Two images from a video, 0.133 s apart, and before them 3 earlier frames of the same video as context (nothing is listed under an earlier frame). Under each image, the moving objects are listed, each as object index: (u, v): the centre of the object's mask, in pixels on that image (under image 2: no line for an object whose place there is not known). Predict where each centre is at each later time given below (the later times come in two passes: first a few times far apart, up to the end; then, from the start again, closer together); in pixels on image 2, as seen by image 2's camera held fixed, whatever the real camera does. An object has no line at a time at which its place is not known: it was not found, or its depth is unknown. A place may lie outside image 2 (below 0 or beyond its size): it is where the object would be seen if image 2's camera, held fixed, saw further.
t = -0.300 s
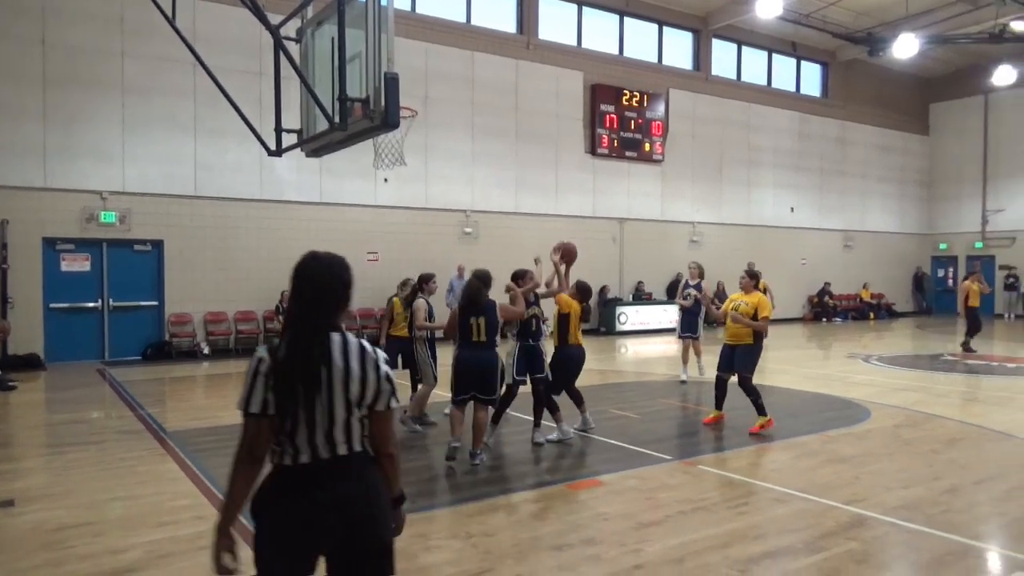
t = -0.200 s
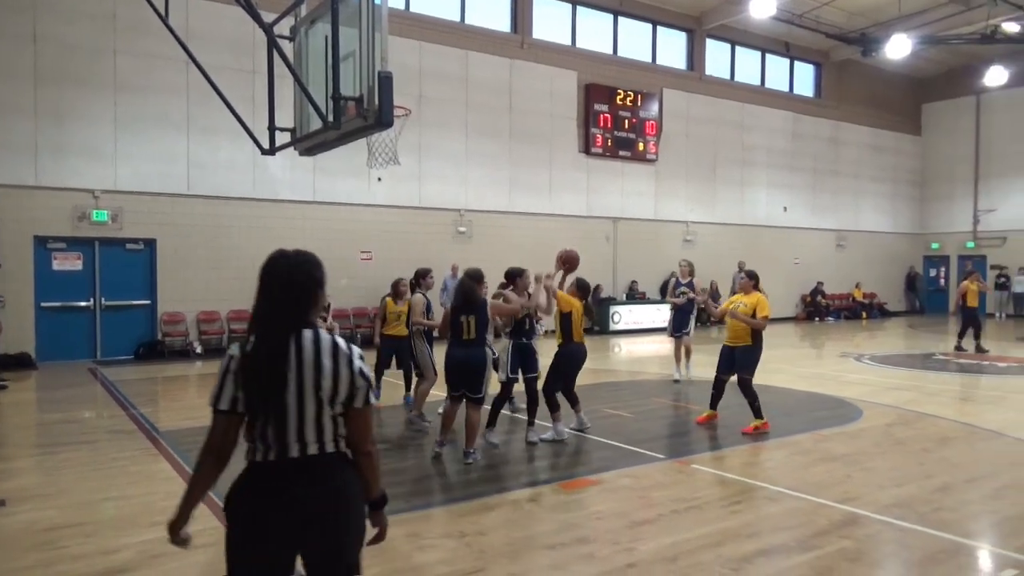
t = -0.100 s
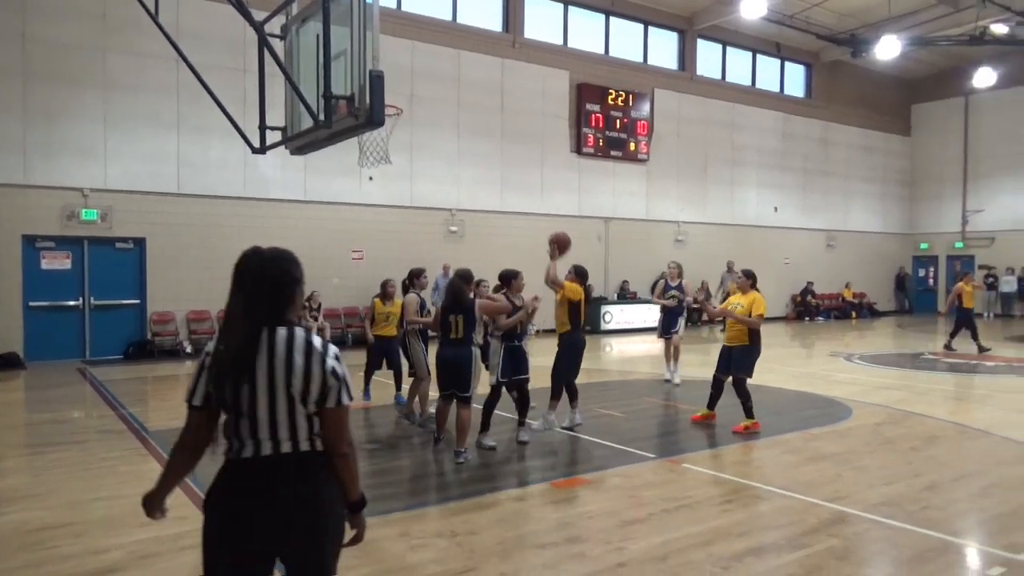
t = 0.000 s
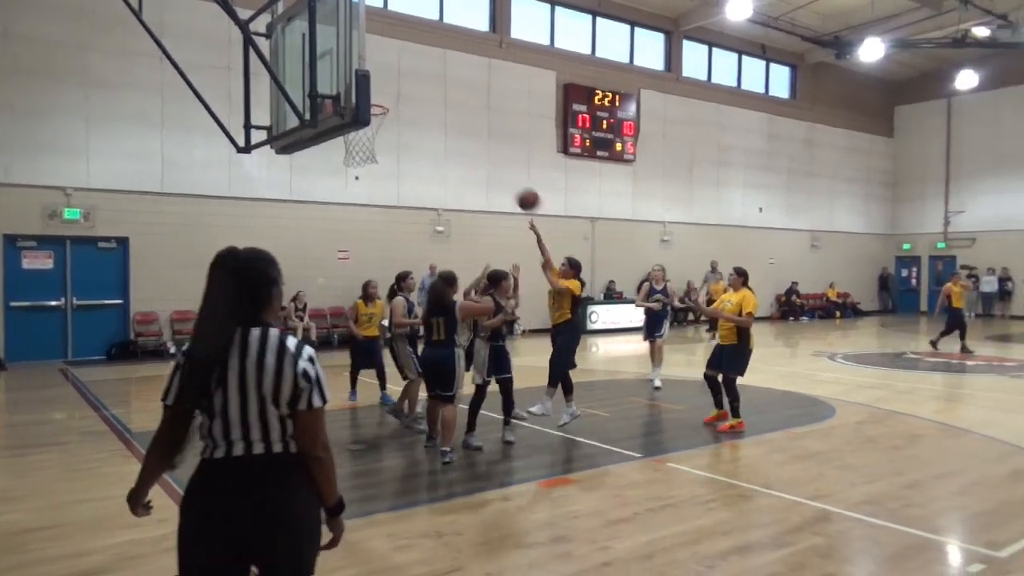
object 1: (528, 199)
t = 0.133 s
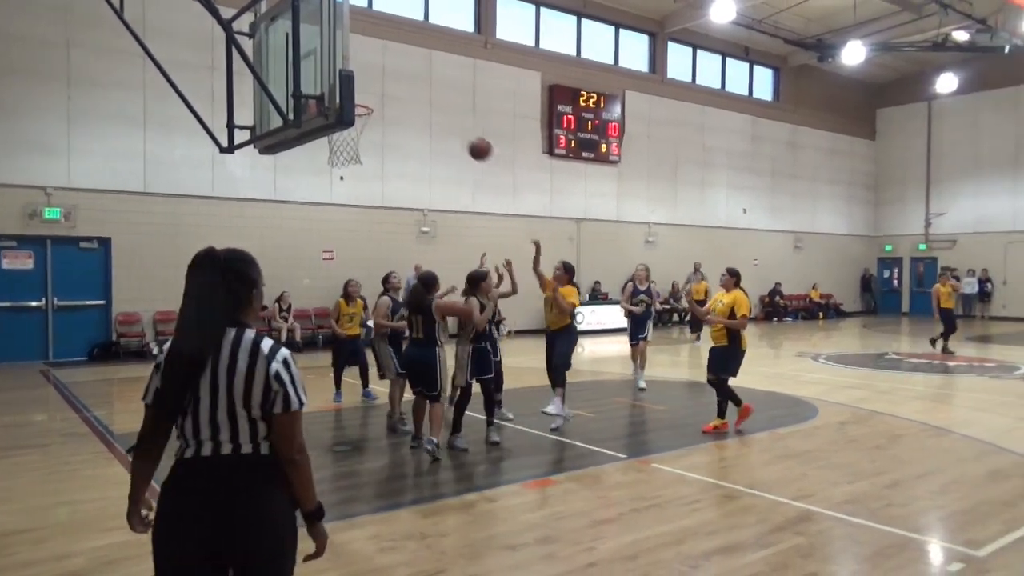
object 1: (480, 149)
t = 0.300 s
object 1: (435, 106)
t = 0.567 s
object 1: (361, 95)
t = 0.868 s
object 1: (361, 116)
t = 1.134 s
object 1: (333, 146)
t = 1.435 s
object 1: (301, 232)
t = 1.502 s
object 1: (294, 264)
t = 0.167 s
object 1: (471, 138)
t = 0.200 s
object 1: (462, 129)
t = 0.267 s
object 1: (444, 113)
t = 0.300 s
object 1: (435, 106)
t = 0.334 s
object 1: (425, 101)
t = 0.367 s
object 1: (416, 96)
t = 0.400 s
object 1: (407, 93)
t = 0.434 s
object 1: (397, 91)
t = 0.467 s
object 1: (387, 90)
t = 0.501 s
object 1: (377, 91)
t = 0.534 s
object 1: (368, 92)
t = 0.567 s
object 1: (361, 95)
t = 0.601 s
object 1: (356, 99)
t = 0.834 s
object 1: (360, 116)
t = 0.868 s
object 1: (361, 116)
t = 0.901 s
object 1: (362, 117)
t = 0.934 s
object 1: (356, 123)
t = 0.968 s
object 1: (356, 125)
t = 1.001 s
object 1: (350, 133)
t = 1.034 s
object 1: (343, 137)
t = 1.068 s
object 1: (339, 141)
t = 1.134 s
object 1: (333, 146)
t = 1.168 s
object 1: (329, 150)
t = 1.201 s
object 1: (325, 156)
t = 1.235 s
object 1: (322, 163)
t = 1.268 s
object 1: (319, 171)
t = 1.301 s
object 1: (315, 180)
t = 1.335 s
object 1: (312, 192)
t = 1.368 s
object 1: (308, 204)
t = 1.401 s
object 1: (304, 217)
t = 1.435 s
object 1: (301, 232)
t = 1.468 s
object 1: (298, 247)
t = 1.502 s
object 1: (294, 264)
